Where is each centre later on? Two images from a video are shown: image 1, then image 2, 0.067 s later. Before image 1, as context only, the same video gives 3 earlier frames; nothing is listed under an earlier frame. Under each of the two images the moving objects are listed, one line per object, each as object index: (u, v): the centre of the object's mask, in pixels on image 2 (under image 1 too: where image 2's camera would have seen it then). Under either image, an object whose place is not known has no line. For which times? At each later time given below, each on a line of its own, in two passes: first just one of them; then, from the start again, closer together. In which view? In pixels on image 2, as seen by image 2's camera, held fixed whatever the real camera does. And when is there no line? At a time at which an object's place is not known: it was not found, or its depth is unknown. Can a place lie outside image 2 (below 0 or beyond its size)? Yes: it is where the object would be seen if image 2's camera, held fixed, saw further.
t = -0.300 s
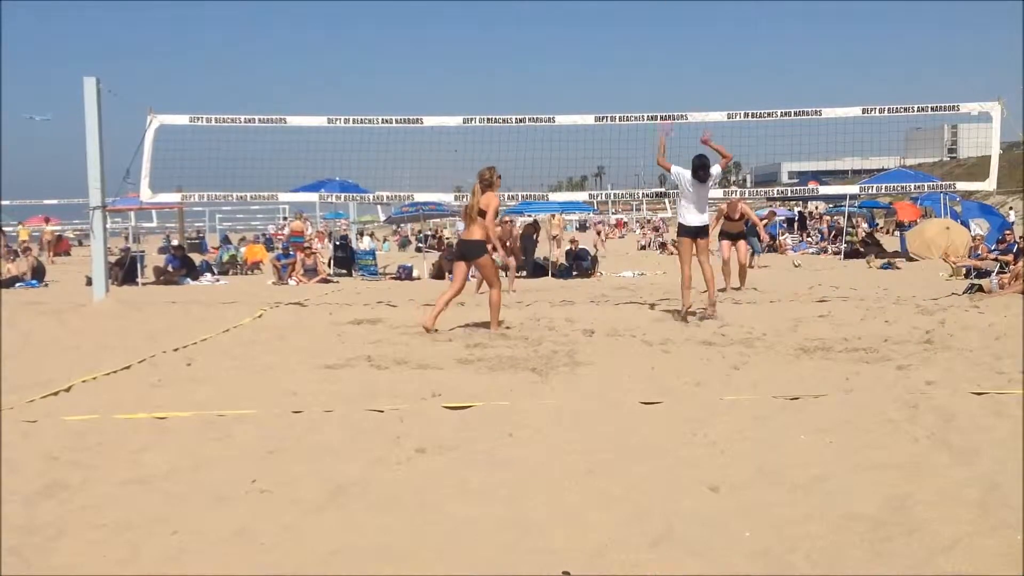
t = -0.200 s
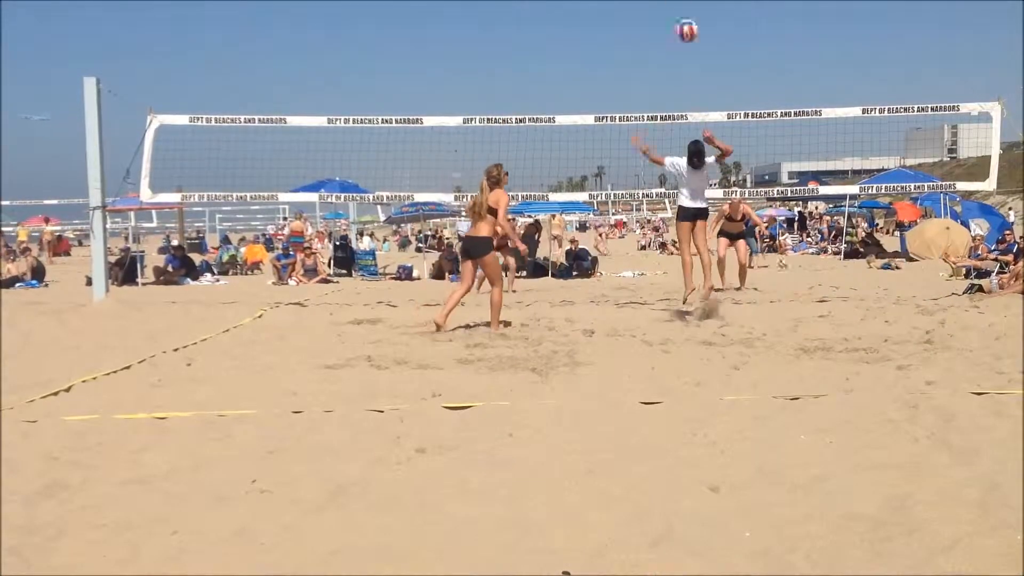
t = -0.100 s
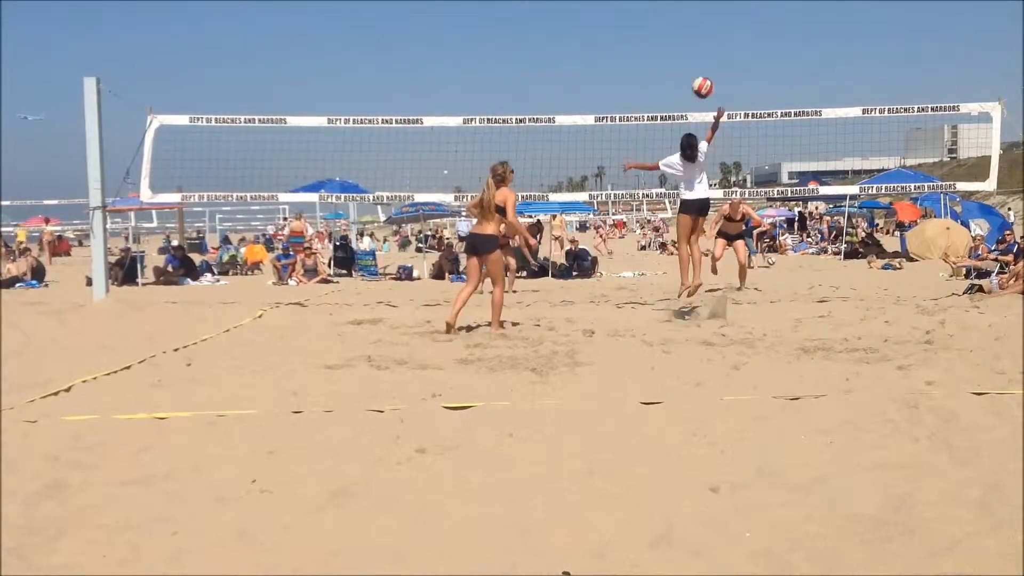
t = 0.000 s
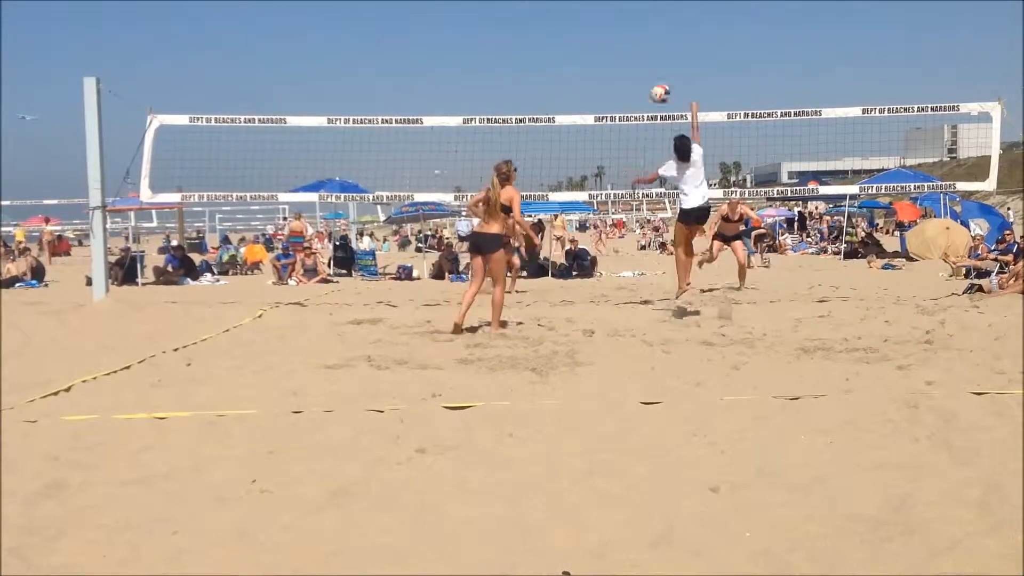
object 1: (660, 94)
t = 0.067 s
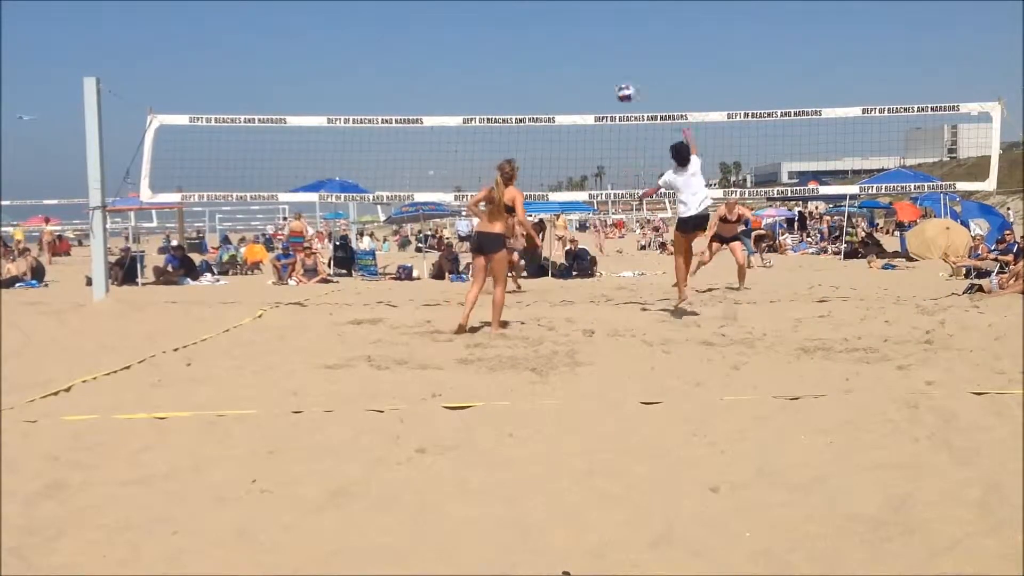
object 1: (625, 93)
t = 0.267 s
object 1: (541, 114)
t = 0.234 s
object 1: (554, 111)
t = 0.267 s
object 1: (541, 114)
